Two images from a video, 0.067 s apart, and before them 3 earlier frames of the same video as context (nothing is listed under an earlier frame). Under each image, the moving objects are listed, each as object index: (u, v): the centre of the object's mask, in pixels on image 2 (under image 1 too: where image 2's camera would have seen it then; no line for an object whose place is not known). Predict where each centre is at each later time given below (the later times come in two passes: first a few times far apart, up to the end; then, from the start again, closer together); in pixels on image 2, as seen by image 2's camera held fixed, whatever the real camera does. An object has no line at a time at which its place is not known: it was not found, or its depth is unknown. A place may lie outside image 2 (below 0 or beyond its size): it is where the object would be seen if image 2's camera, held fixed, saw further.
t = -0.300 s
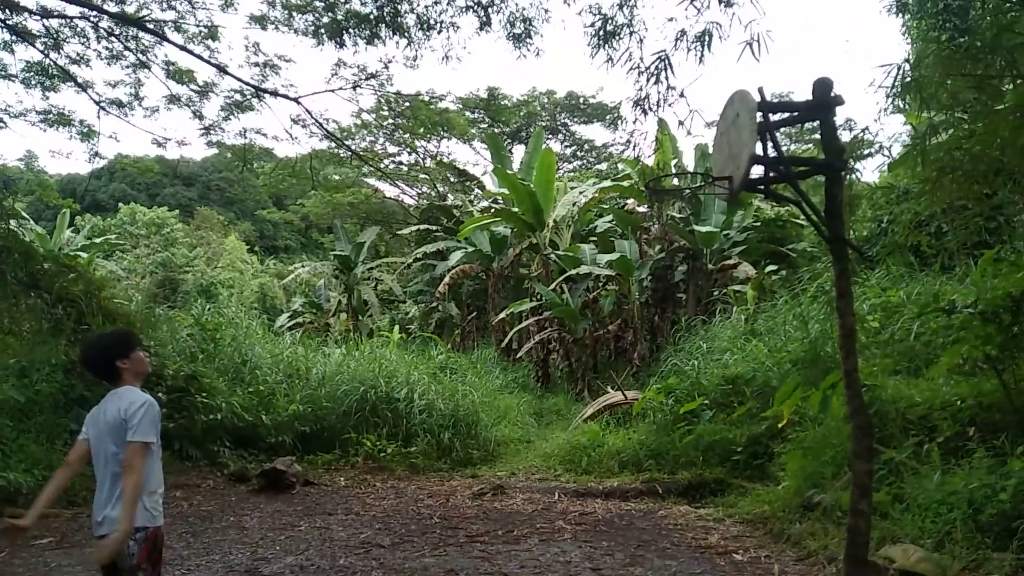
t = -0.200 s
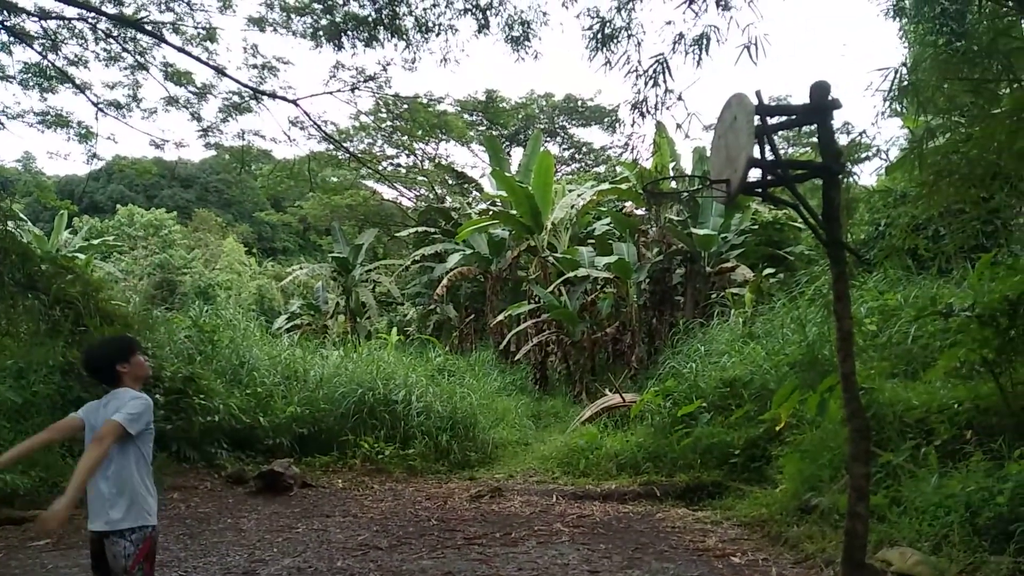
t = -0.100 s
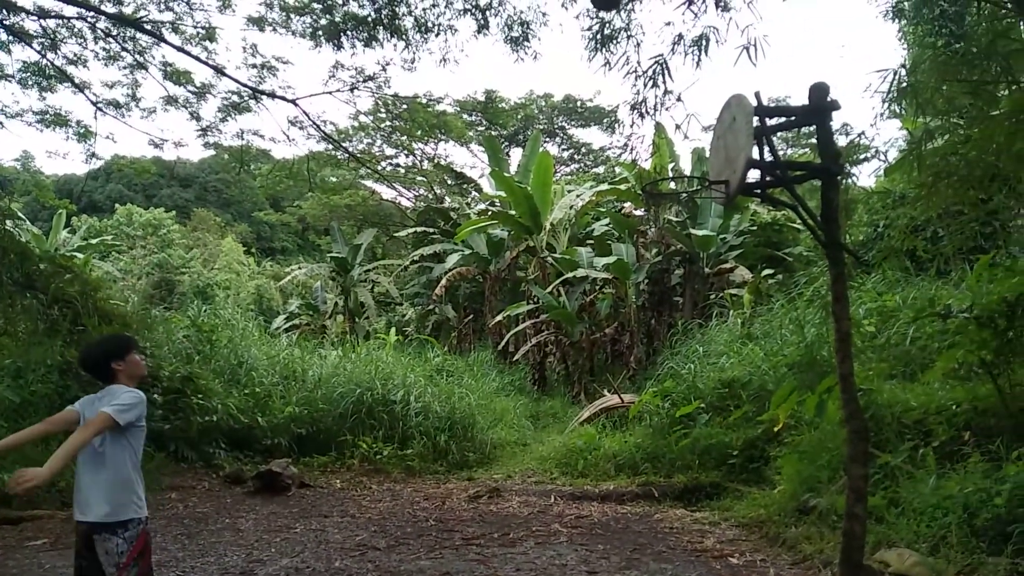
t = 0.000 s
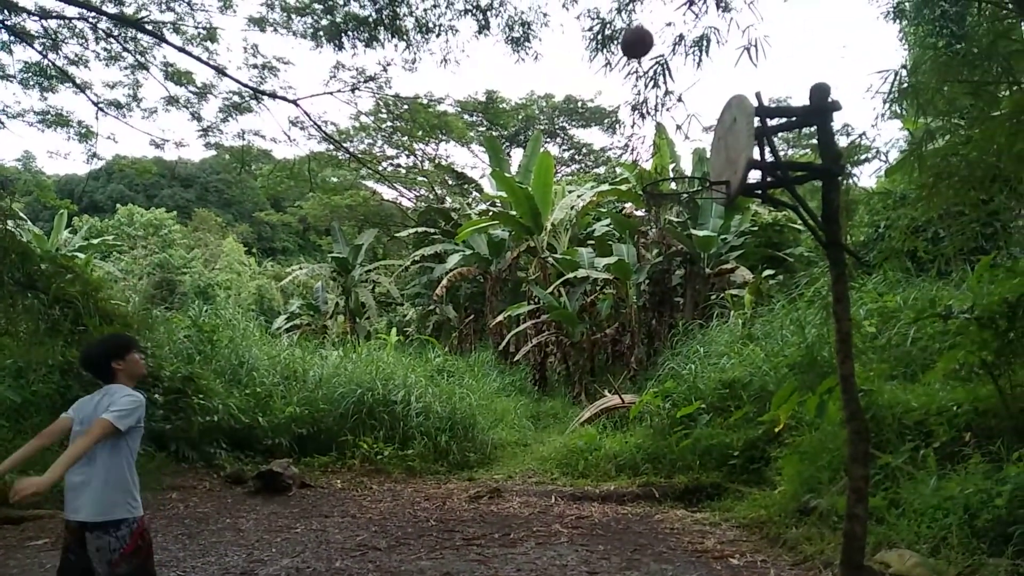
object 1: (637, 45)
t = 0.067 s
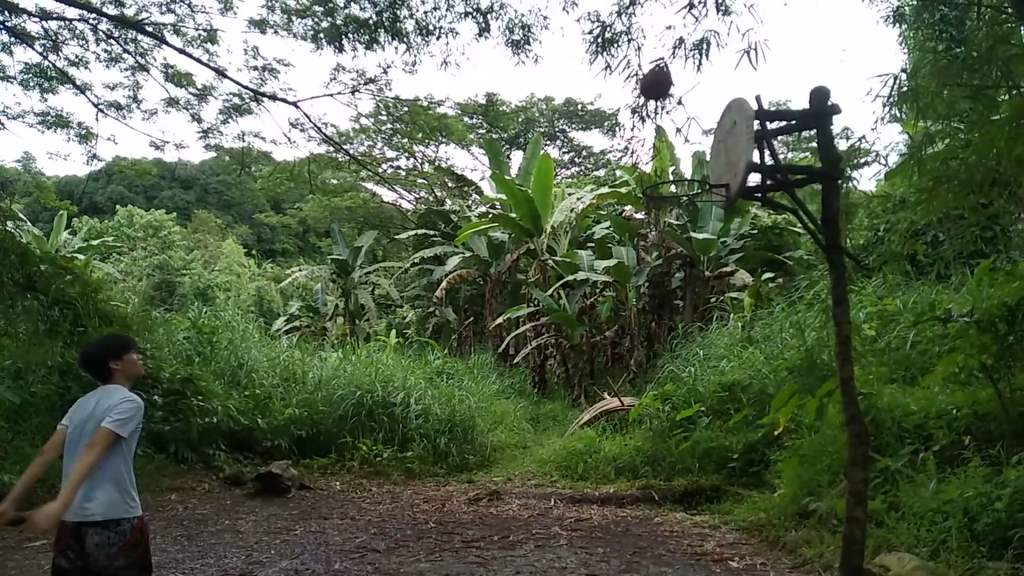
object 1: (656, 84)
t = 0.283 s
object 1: (673, 154)
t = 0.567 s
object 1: (583, 103)
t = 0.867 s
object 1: (465, 180)
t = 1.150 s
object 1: (316, 434)
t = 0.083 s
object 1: (659, 95)
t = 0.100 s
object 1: (664, 106)
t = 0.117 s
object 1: (669, 116)
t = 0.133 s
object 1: (673, 129)
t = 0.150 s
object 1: (678, 140)
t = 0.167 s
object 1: (683, 152)
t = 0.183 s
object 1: (687, 165)
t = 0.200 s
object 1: (692, 177)
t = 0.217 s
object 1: (692, 180)
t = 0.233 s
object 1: (687, 173)
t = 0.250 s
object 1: (683, 167)
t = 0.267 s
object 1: (678, 160)
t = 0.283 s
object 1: (673, 154)
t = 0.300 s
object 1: (668, 149)
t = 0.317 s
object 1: (663, 143)
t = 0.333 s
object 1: (658, 138)
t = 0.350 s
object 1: (653, 133)
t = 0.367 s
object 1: (648, 129)
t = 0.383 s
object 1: (643, 124)
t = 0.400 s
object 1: (637, 121)
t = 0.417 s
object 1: (633, 118)
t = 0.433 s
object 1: (627, 115)
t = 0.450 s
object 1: (622, 112)
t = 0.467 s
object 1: (617, 111)
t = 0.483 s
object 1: (611, 109)
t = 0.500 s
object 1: (606, 107)
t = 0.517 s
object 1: (600, 106)
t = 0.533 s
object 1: (594, 105)
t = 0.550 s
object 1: (588, 105)
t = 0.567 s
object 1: (583, 103)
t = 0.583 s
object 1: (577, 105)
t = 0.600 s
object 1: (572, 105)
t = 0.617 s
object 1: (566, 106)
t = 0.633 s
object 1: (560, 108)
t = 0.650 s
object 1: (556, 110)
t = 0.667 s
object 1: (547, 112)
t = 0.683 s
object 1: (542, 115)
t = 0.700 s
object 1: (535, 118)
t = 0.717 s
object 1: (529, 121)
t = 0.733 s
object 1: (522, 126)
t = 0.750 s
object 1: (515, 130)
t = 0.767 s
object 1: (509, 136)
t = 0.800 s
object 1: (497, 147)
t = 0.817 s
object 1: (489, 154)
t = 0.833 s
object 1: (482, 161)
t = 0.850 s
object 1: (473, 170)
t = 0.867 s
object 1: (465, 180)
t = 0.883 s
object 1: (459, 189)
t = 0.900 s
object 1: (452, 197)
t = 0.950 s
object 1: (428, 230)
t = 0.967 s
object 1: (420, 243)
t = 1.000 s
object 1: (402, 271)
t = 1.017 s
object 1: (393, 287)
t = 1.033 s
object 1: (384, 302)
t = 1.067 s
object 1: (366, 335)
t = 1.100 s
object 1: (347, 374)
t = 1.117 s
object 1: (337, 393)
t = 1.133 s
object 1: (326, 414)
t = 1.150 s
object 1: (316, 434)
